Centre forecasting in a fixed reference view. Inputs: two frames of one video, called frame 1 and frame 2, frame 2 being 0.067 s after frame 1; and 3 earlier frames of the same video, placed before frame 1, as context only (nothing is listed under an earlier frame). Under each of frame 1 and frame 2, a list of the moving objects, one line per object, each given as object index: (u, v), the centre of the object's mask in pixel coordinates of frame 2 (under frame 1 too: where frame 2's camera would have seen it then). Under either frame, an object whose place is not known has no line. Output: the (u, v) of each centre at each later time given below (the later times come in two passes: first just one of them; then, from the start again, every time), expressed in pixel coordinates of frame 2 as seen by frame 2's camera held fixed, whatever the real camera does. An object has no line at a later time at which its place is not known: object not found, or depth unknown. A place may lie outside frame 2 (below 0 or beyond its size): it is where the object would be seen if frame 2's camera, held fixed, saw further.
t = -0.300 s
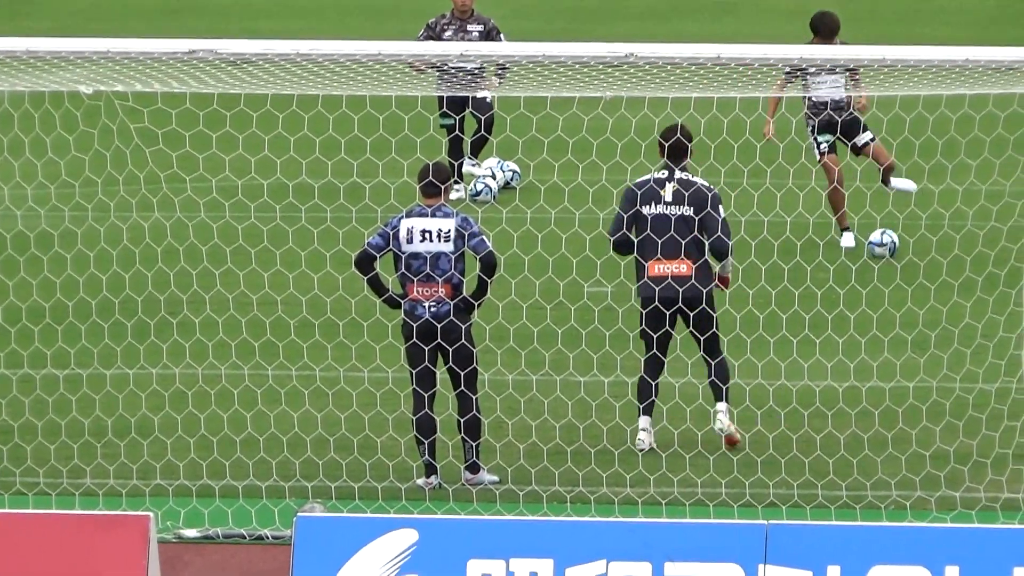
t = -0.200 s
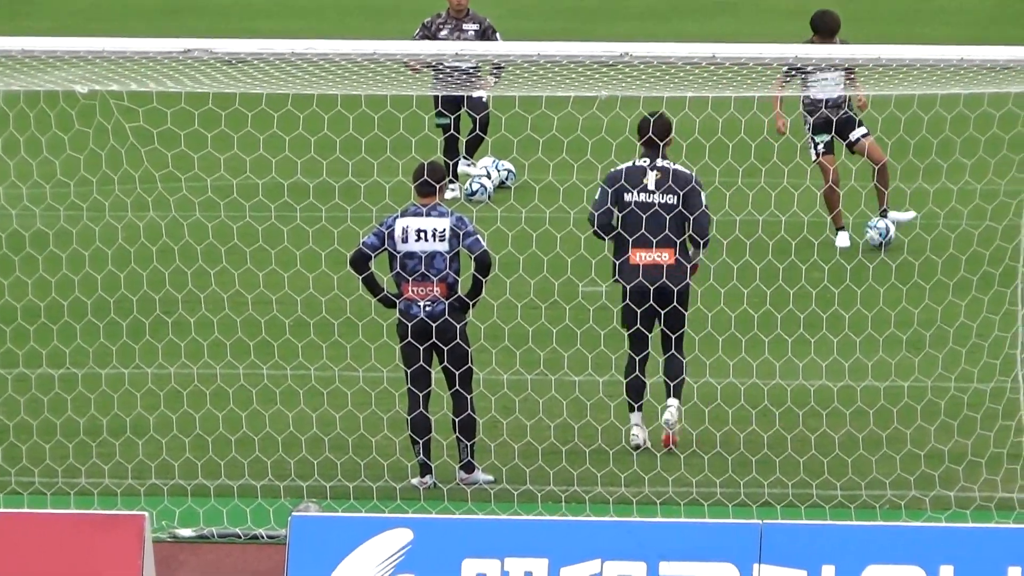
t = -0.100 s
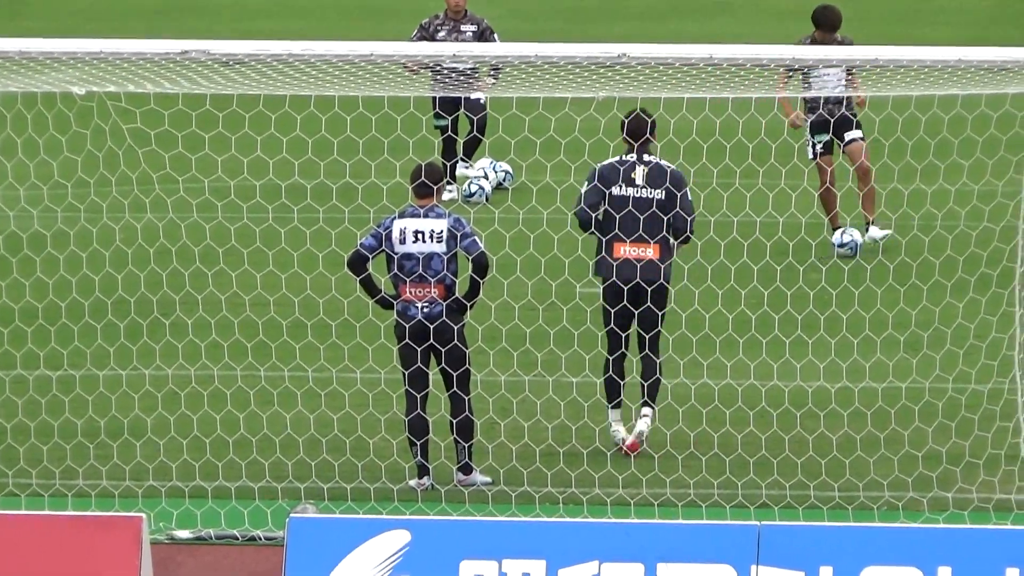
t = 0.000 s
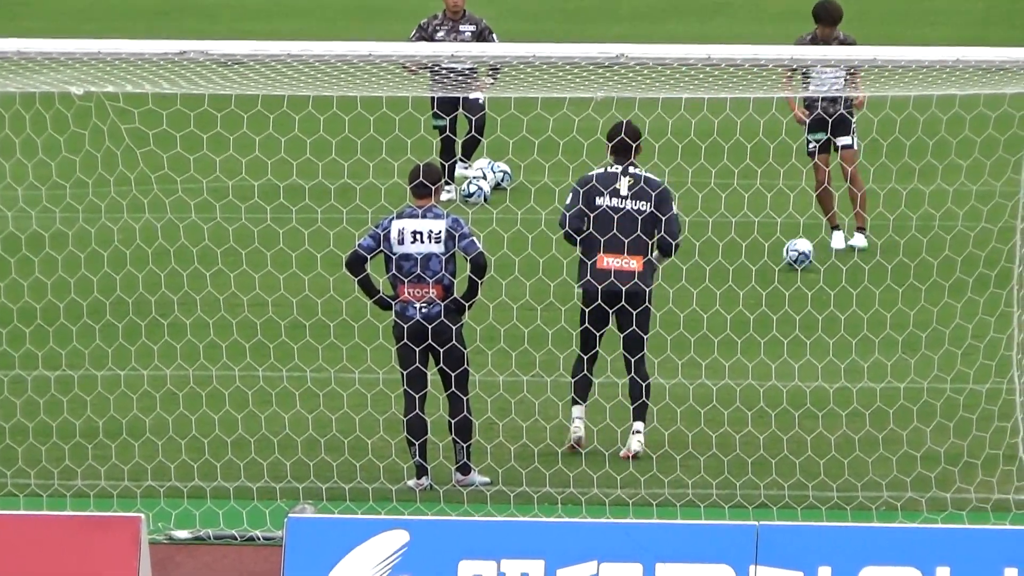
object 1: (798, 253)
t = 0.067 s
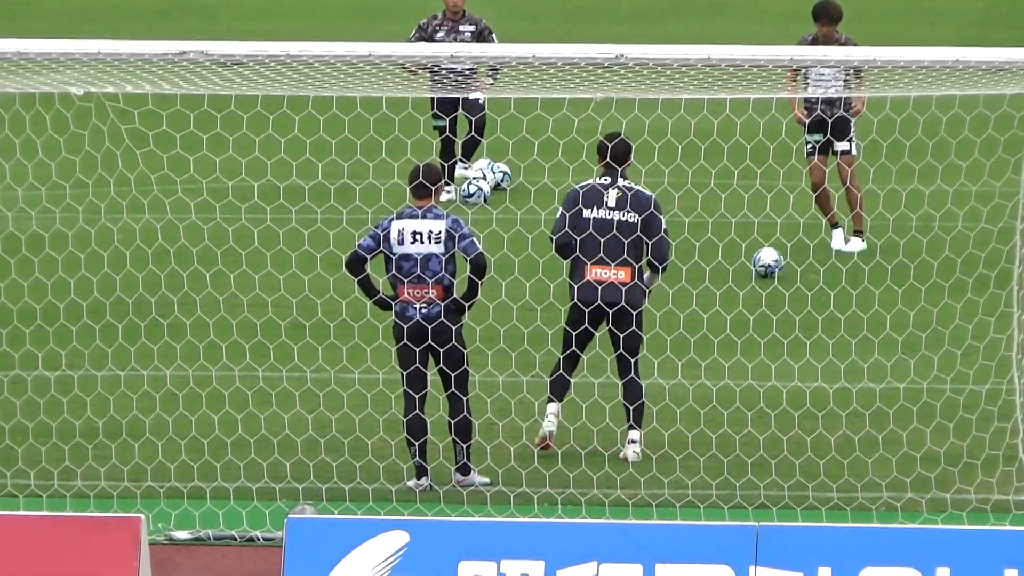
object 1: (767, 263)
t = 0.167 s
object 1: (721, 272)
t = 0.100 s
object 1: (752, 265)
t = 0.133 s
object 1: (736, 267)
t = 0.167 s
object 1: (721, 272)
